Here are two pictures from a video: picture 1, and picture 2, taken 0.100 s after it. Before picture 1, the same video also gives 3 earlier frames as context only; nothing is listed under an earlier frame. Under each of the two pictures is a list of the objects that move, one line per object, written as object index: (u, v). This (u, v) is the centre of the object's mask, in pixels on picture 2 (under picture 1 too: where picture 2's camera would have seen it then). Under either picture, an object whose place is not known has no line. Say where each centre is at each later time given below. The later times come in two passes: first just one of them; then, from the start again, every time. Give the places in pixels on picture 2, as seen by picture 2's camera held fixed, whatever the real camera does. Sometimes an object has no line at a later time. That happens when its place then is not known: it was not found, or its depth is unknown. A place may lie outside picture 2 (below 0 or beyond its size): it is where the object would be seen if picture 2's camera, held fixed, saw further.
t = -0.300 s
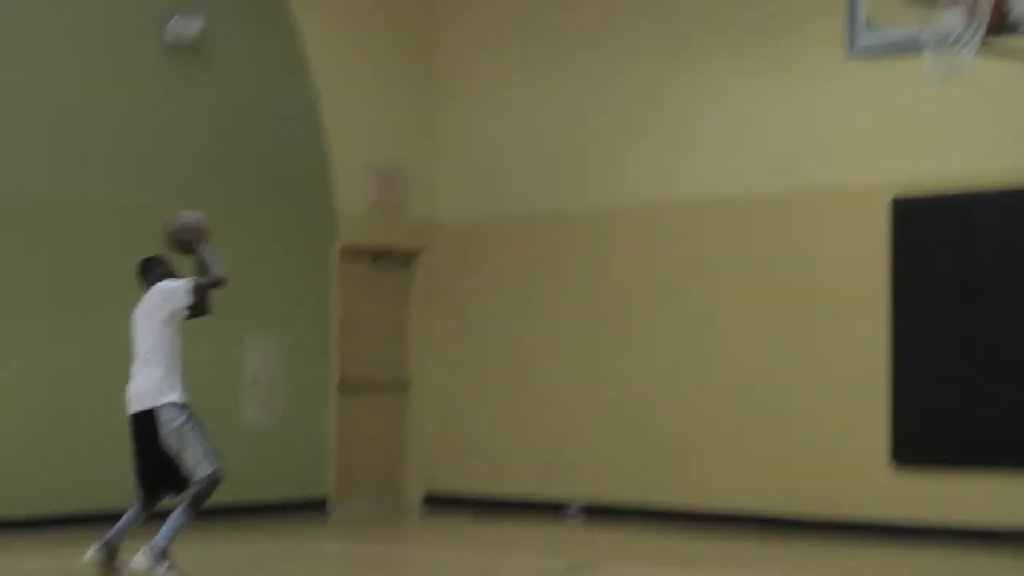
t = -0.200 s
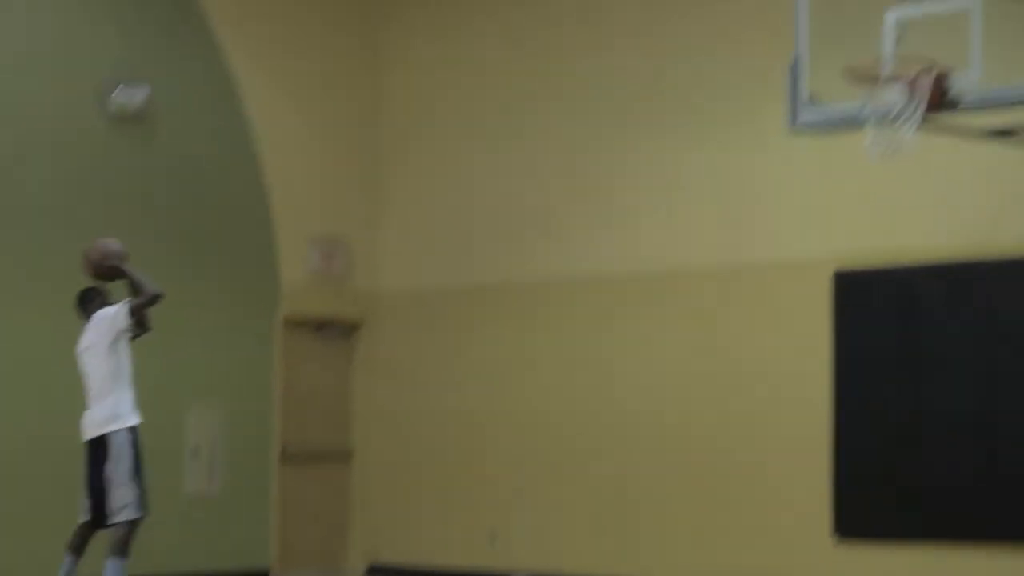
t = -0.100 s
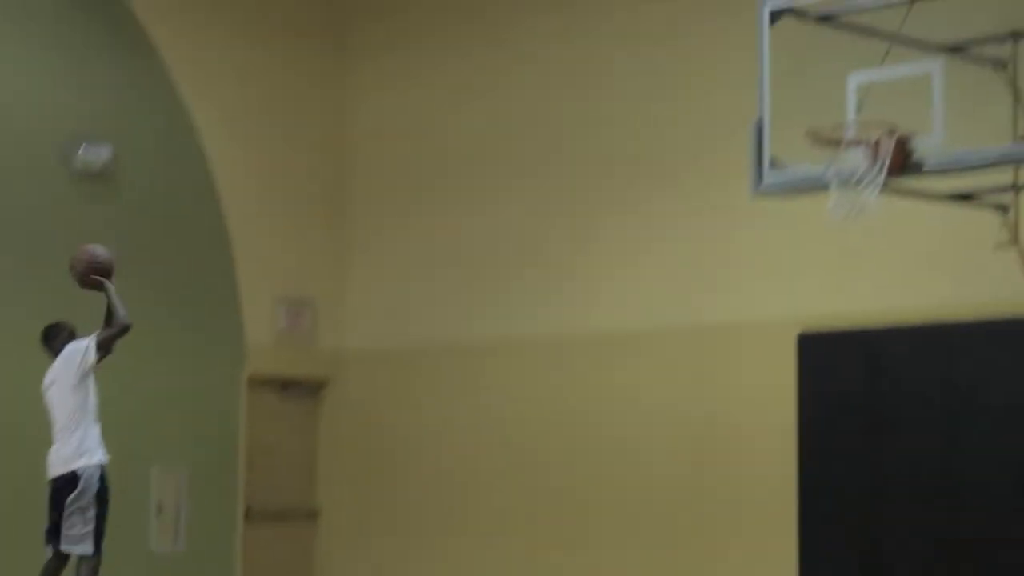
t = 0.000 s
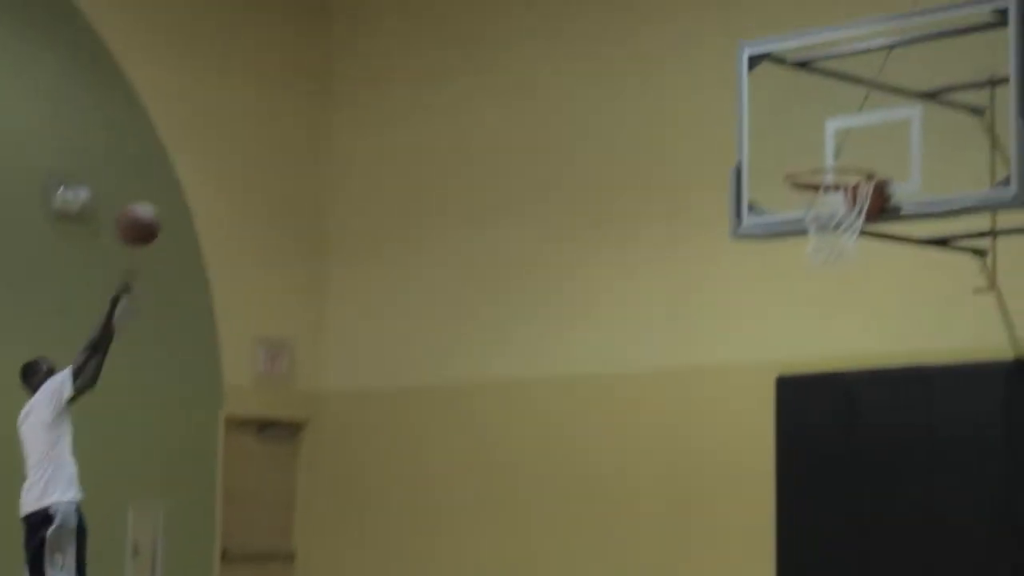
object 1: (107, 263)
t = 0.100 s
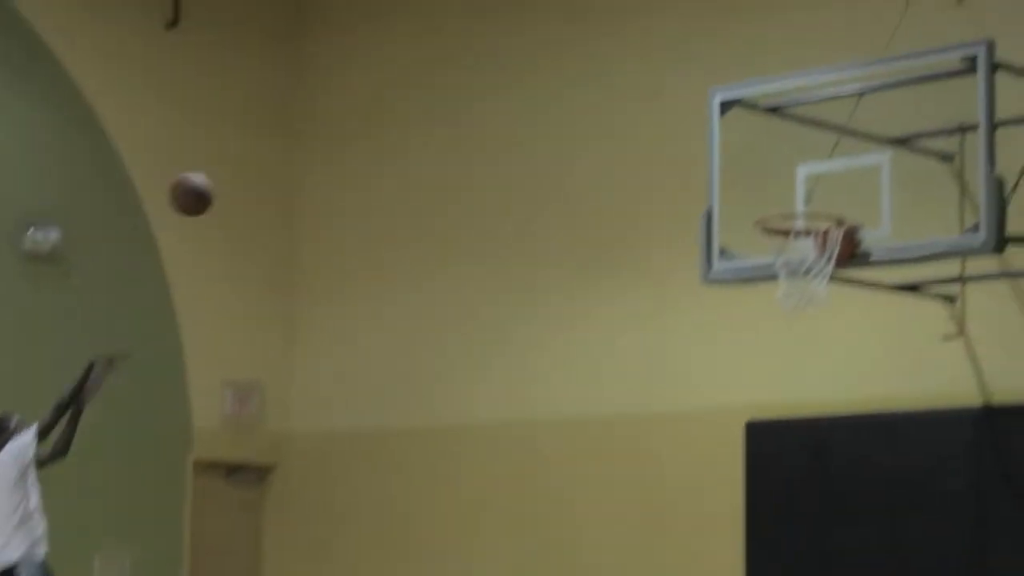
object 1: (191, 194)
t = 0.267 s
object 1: (328, 118)
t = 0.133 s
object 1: (219, 175)
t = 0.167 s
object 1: (246, 158)
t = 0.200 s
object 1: (274, 142)
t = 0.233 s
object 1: (300, 129)
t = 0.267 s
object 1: (328, 118)
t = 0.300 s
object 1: (355, 108)
